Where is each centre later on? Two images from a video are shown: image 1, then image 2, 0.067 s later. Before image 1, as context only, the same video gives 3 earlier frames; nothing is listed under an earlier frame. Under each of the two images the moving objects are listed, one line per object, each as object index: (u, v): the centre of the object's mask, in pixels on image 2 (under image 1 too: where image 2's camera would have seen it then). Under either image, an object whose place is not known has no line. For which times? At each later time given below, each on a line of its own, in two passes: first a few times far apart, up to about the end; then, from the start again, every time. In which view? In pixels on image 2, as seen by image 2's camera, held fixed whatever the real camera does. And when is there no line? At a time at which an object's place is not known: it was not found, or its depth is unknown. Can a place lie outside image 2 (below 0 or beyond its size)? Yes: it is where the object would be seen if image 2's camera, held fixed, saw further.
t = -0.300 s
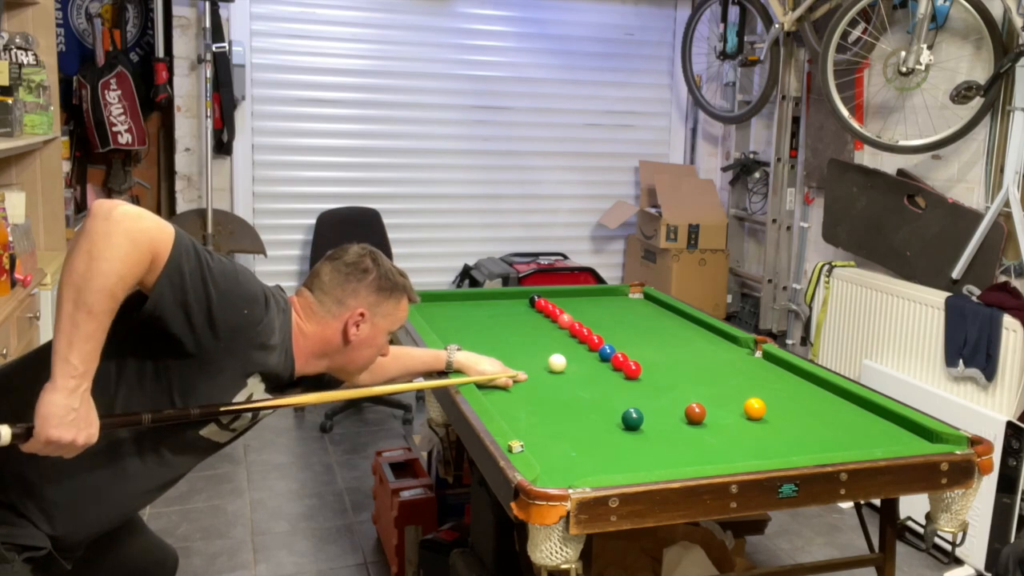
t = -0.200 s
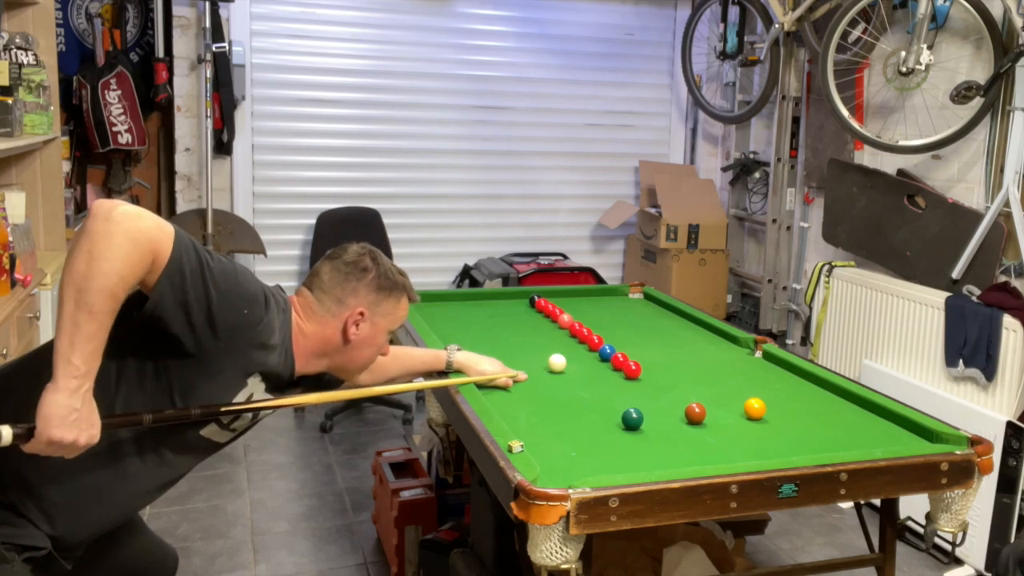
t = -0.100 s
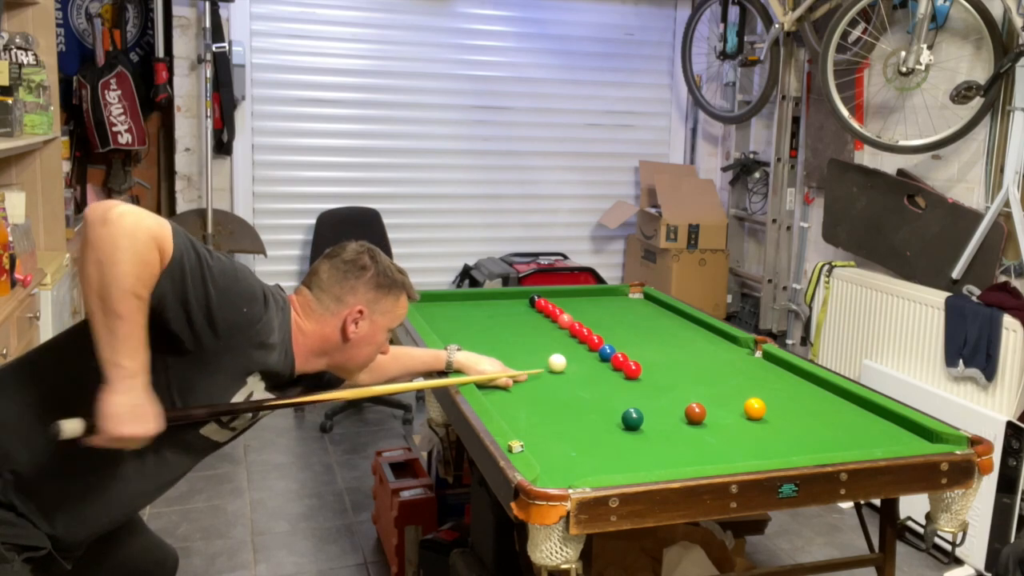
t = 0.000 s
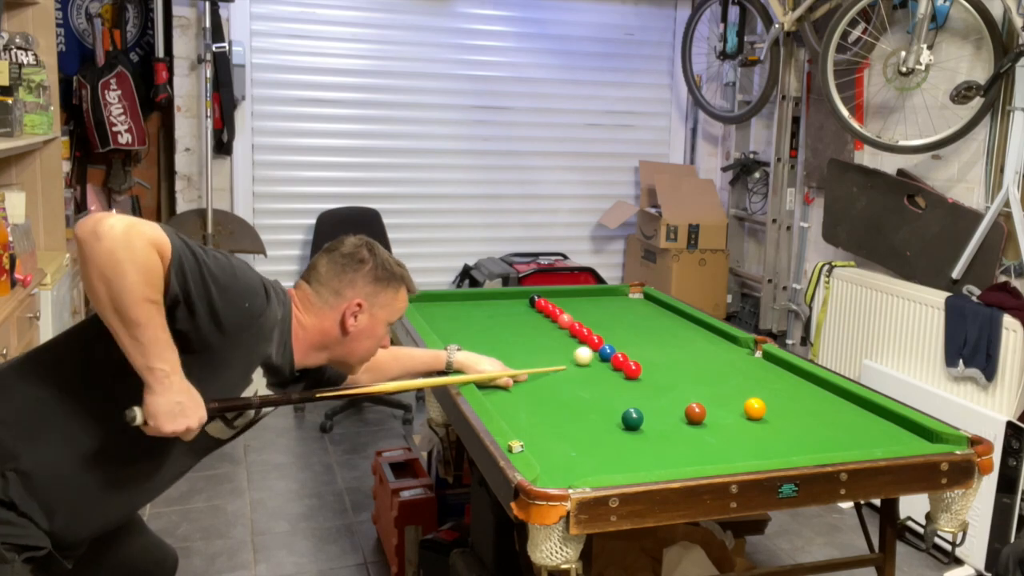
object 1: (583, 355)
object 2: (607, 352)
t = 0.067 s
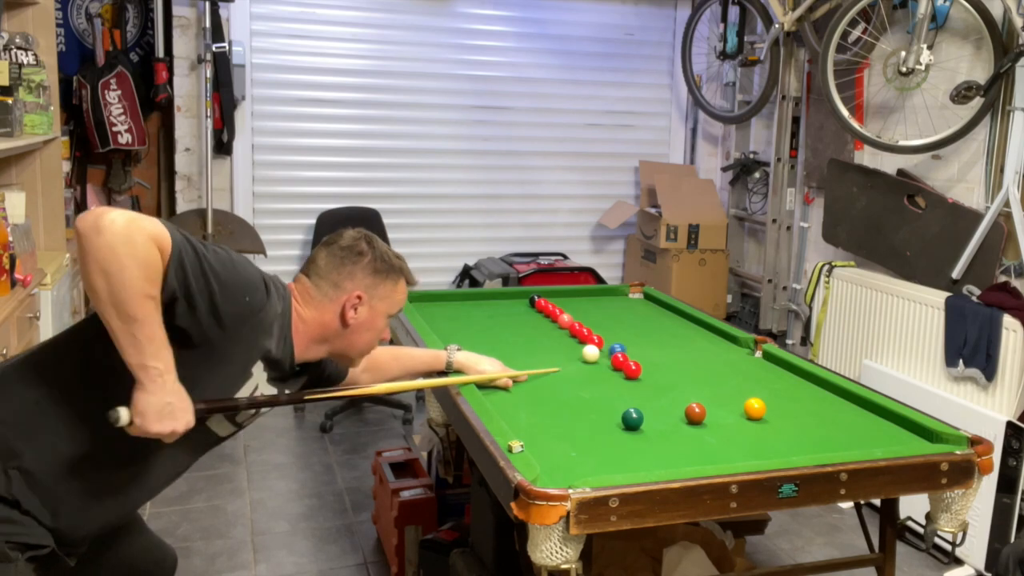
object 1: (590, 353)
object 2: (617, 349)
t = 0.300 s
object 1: (584, 350)
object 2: (667, 345)
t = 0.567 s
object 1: (579, 347)
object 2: (716, 338)
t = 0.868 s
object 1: (575, 345)
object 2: (699, 337)
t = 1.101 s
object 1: (573, 344)
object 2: (675, 337)
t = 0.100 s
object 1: (589, 353)
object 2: (626, 349)
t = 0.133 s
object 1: (588, 352)
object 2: (633, 349)
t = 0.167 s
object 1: (587, 352)
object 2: (640, 348)
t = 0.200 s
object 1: (586, 351)
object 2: (647, 348)
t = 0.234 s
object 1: (586, 351)
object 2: (654, 347)
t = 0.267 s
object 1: (585, 350)
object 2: (660, 346)
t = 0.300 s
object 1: (584, 350)
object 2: (667, 345)
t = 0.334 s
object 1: (583, 350)
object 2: (673, 344)
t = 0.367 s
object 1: (583, 349)
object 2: (680, 343)
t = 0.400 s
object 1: (582, 349)
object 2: (686, 343)
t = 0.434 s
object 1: (581, 349)
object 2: (692, 342)
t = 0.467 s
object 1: (581, 348)
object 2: (698, 341)
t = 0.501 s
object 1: (580, 348)
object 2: (704, 340)
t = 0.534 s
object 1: (579, 348)
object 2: (710, 339)
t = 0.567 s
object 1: (579, 347)
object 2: (716, 338)
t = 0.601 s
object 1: (578, 347)
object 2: (722, 338)
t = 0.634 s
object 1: (577, 347)
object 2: (725, 337)
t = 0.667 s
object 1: (577, 347)
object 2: (720, 337)
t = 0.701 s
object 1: (577, 346)
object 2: (717, 337)
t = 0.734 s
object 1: (576, 346)
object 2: (713, 337)
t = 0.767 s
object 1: (576, 346)
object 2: (709, 337)
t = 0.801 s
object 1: (575, 346)
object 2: (706, 337)
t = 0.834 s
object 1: (575, 346)
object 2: (702, 337)
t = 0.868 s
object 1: (575, 345)
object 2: (699, 337)
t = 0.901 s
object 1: (575, 345)
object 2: (695, 337)
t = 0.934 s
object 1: (574, 345)
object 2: (692, 337)
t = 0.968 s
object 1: (574, 345)
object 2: (688, 337)
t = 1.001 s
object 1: (574, 345)
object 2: (685, 337)
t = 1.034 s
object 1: (574, 345)
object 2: (681, 337)
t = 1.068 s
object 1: (574, 345)
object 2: (678, 337)
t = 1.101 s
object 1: (573, 344)
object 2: (675, 337)
